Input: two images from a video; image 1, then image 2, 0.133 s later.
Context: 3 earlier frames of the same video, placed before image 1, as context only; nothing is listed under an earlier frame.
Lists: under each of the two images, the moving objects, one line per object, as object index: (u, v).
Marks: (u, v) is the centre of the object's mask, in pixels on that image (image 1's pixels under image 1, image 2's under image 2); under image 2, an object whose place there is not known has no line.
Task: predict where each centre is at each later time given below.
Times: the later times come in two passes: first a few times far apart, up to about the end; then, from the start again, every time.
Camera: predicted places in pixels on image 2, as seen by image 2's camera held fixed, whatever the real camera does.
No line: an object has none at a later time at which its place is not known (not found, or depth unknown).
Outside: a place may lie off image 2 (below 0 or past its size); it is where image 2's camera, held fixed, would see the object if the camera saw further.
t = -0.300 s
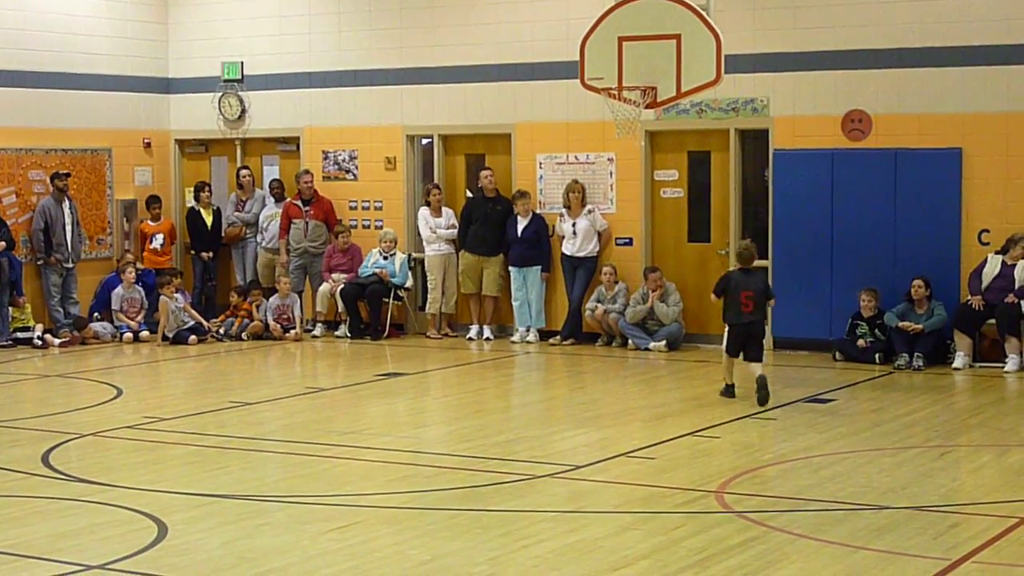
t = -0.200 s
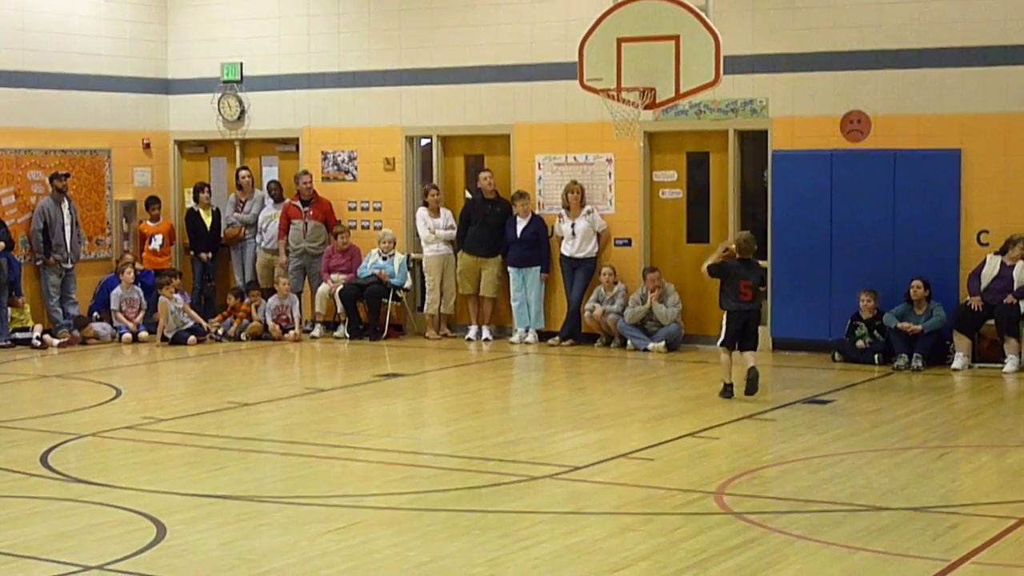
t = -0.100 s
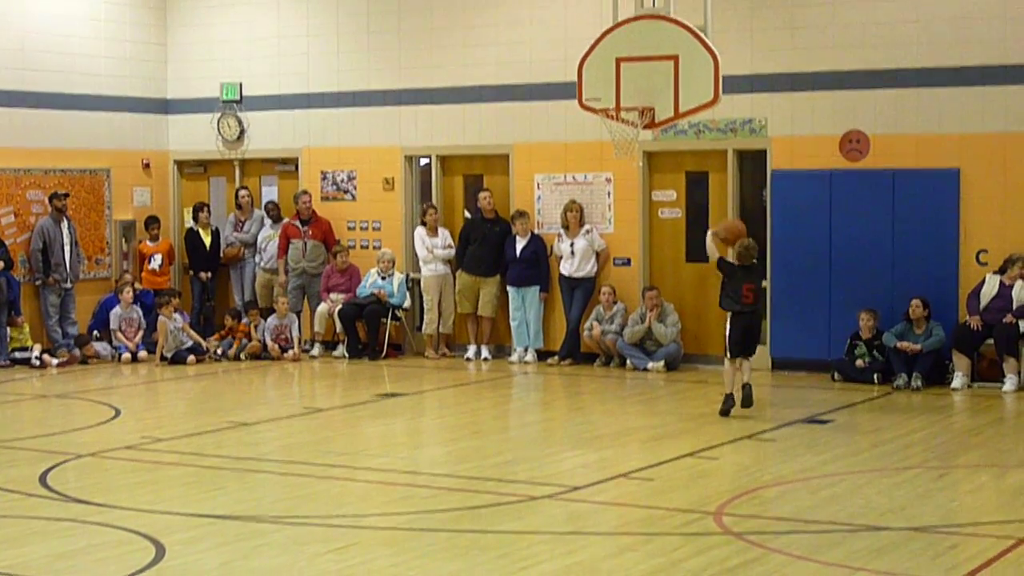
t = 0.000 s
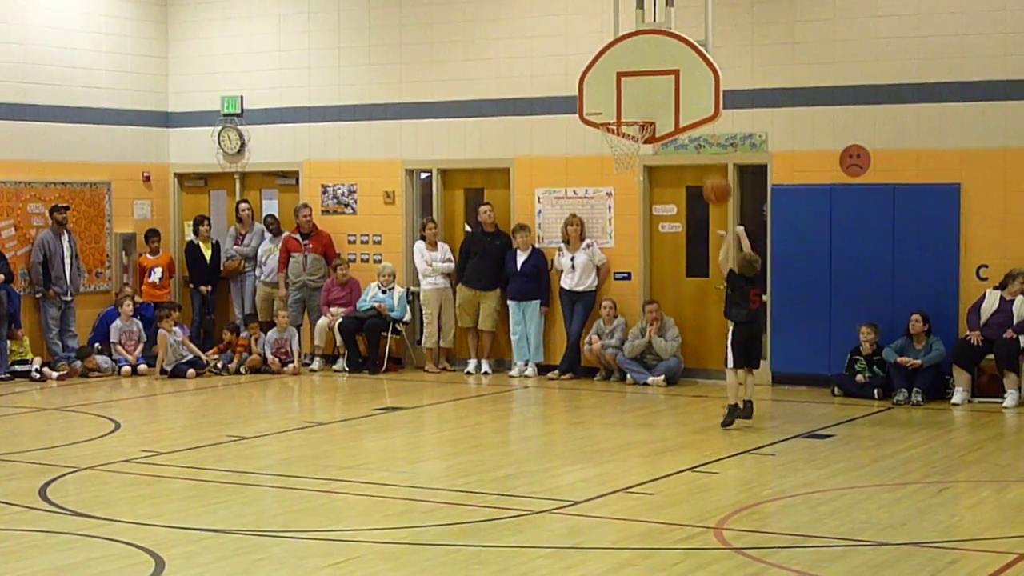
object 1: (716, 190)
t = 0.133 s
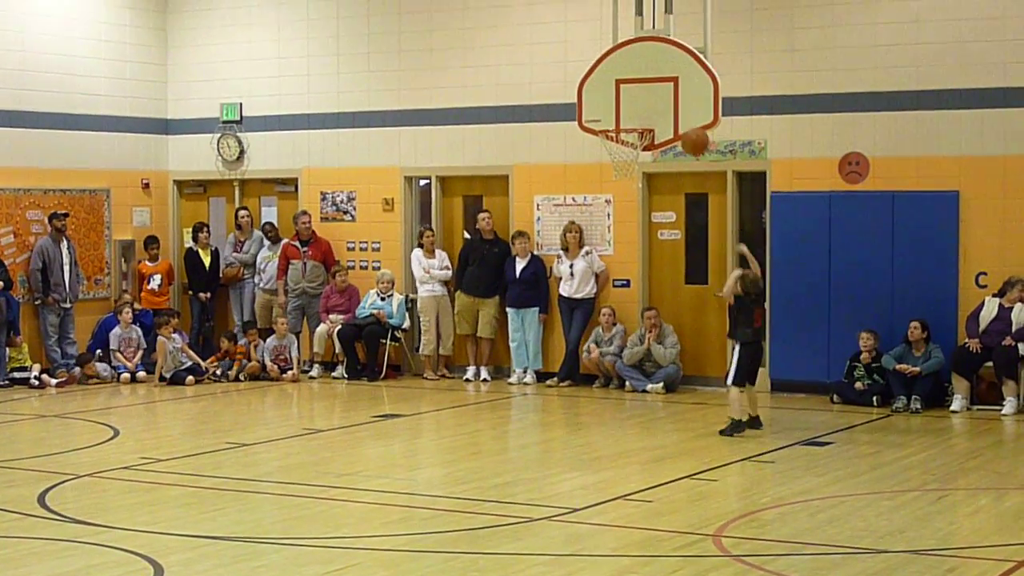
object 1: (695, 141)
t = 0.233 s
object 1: (681, 114)
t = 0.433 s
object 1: (644, 104)
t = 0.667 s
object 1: (633, 133)
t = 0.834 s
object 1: (630, 163)
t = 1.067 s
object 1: (609, 217)
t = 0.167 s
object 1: (690, 131)
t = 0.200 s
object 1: (685, 122)
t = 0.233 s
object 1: (681, 114)
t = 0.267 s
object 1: (676, 109)
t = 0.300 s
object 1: (672, 105)
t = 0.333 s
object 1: (665, 102)
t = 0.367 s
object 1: (658, 102)
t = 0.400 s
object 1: (651, 102)
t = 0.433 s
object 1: (644, 104)
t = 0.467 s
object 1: (636, 107)
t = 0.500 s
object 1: (629, 111)
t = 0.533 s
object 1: (621, 116)
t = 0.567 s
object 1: (615, 122)
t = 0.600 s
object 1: (619, 122)
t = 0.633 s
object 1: (624, 124)
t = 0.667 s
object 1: (633, 133)
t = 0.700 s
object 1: (635, 142)
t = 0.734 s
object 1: (639, 147)
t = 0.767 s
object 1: (637, 151)
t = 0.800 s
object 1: (633, 158)
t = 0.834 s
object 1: (630, 163)
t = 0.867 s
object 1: (627, 164)
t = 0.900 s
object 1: (625, 170)
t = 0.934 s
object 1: (622, 176)
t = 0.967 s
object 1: (619, 184)
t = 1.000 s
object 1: (616, 194)
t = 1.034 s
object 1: (612, 205)
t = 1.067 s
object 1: (609, 217)
